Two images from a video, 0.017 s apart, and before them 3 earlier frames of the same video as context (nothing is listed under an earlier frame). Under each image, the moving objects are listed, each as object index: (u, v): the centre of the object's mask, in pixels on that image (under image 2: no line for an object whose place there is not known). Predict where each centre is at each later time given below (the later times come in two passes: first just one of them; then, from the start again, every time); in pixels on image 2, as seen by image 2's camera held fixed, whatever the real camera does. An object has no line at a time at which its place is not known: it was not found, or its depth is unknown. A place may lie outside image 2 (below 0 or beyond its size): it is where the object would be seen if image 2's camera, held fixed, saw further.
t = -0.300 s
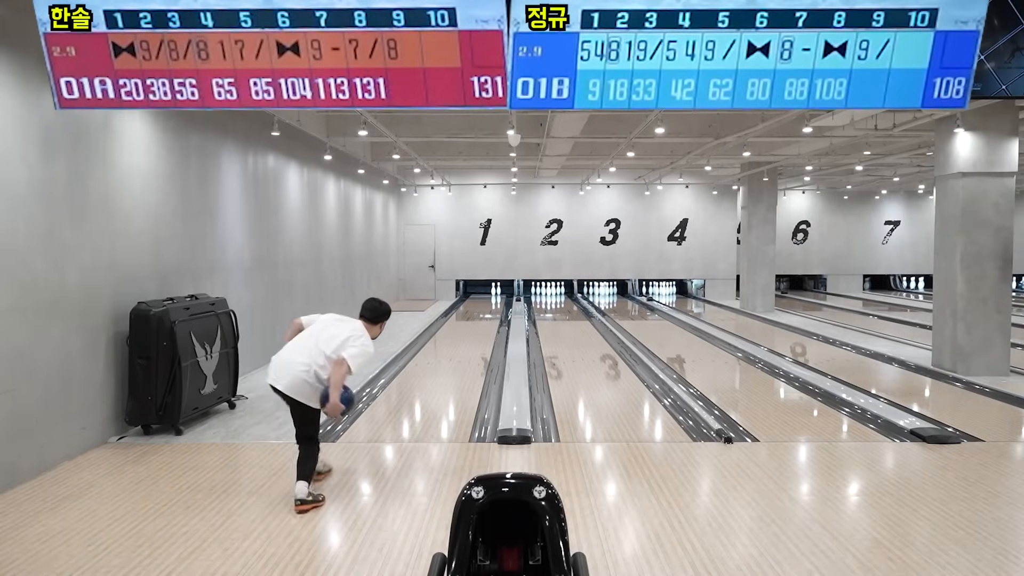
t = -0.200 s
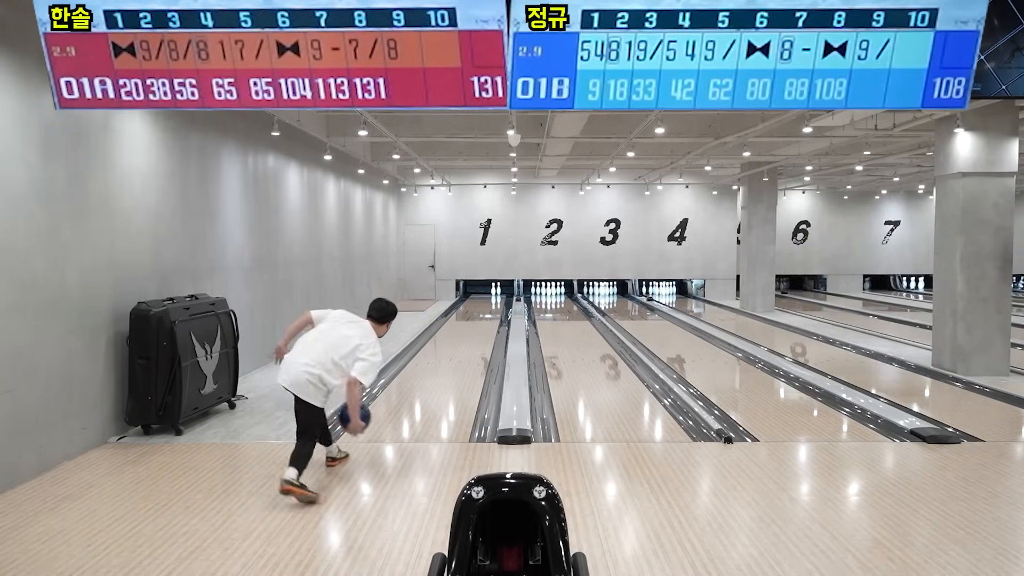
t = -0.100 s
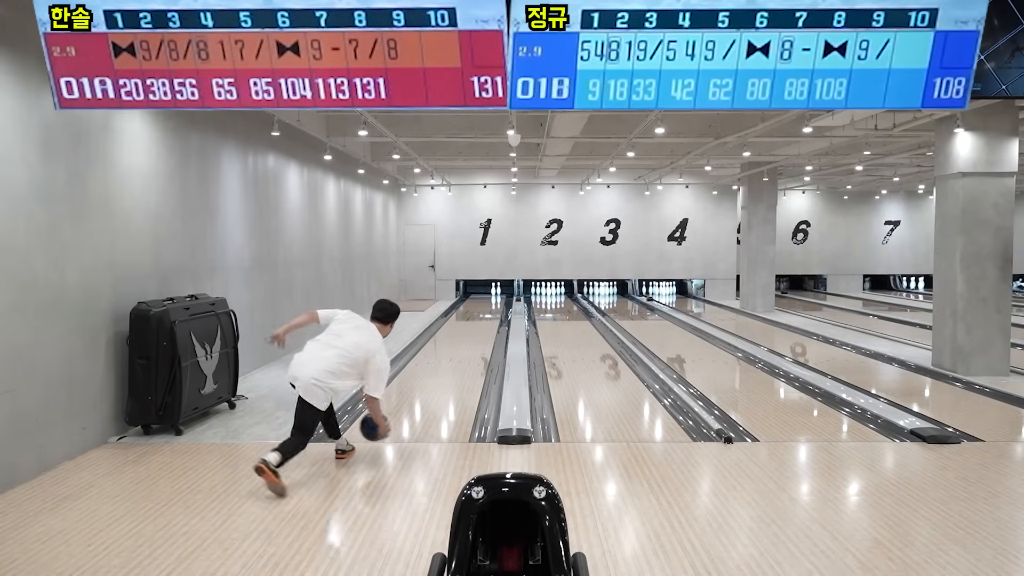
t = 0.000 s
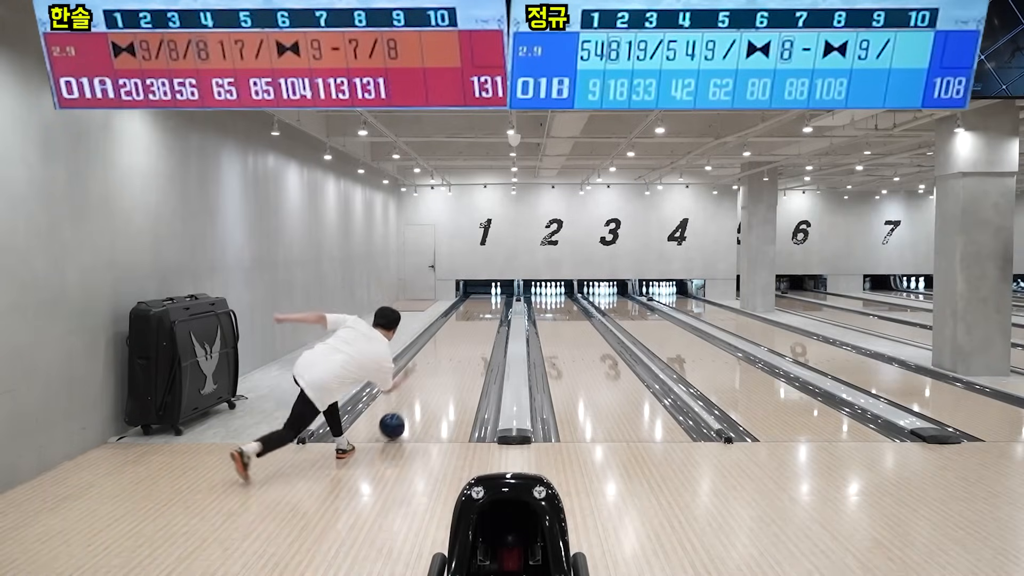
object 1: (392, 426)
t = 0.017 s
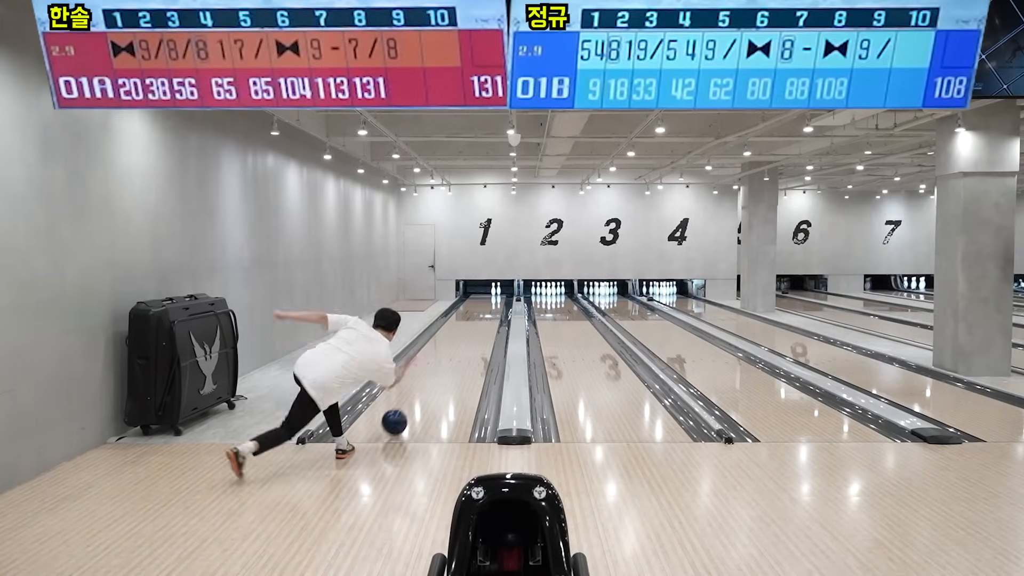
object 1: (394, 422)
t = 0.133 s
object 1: (411, 406)
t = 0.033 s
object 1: (397, 418)
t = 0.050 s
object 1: (400, 415)
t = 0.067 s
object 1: (402, 413)
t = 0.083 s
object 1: (404, 411)
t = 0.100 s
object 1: (406, 409)
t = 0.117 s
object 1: (409, 407)
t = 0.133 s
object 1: (411, 406)
